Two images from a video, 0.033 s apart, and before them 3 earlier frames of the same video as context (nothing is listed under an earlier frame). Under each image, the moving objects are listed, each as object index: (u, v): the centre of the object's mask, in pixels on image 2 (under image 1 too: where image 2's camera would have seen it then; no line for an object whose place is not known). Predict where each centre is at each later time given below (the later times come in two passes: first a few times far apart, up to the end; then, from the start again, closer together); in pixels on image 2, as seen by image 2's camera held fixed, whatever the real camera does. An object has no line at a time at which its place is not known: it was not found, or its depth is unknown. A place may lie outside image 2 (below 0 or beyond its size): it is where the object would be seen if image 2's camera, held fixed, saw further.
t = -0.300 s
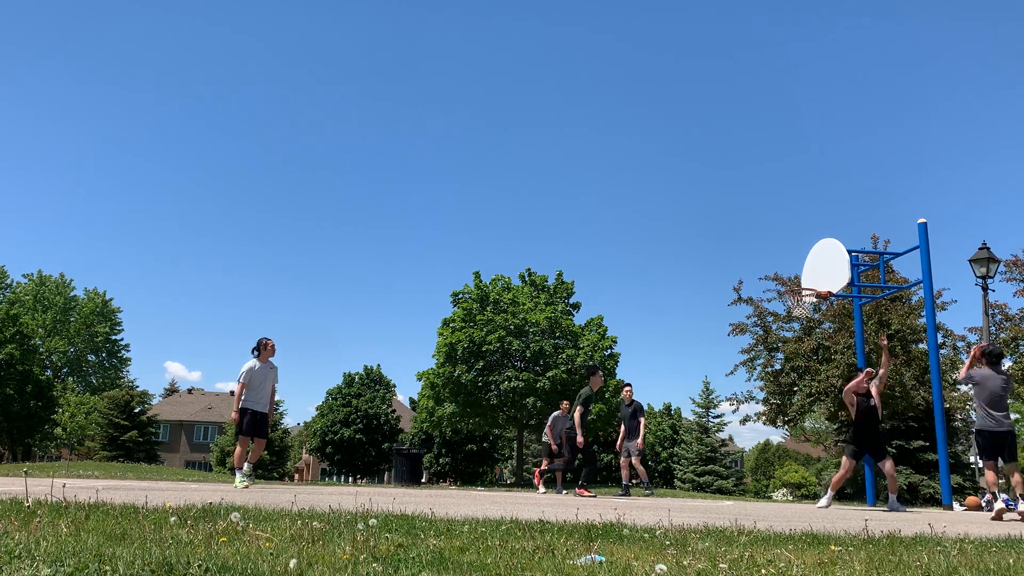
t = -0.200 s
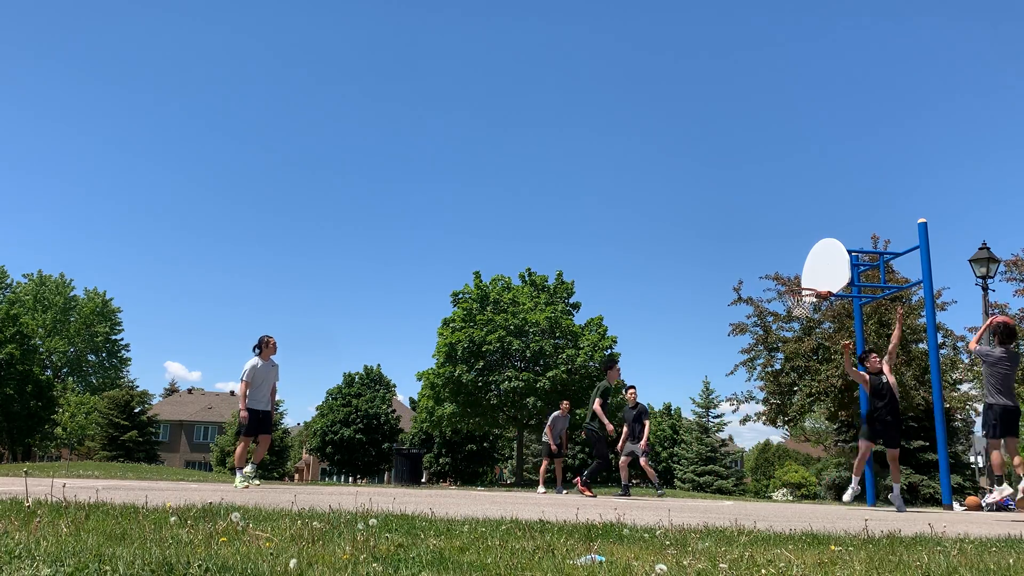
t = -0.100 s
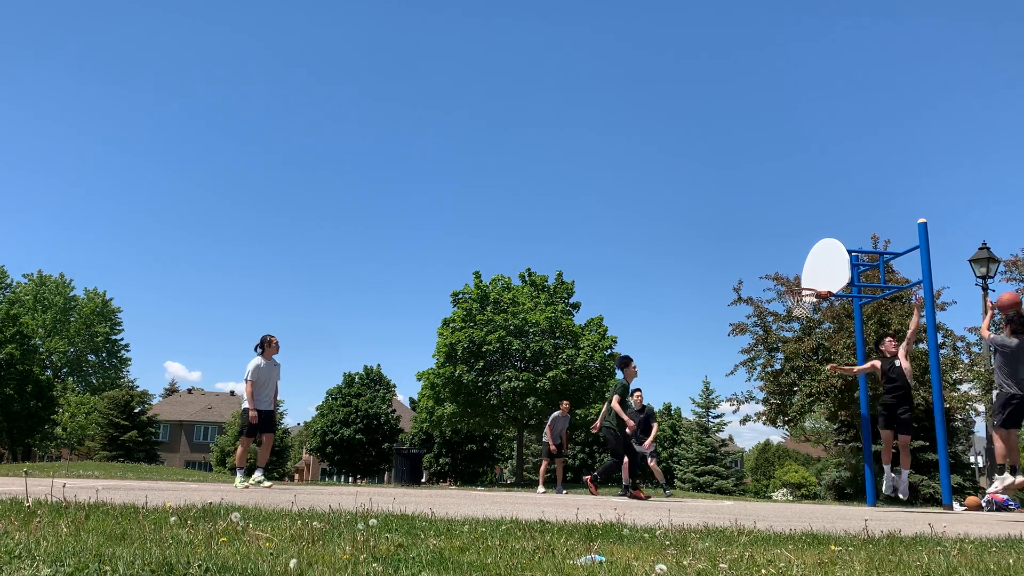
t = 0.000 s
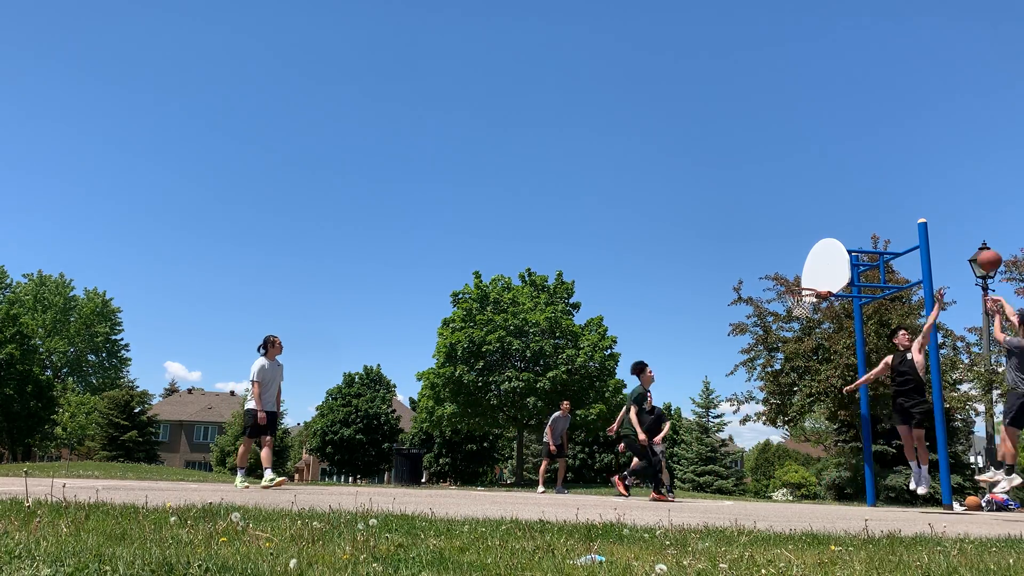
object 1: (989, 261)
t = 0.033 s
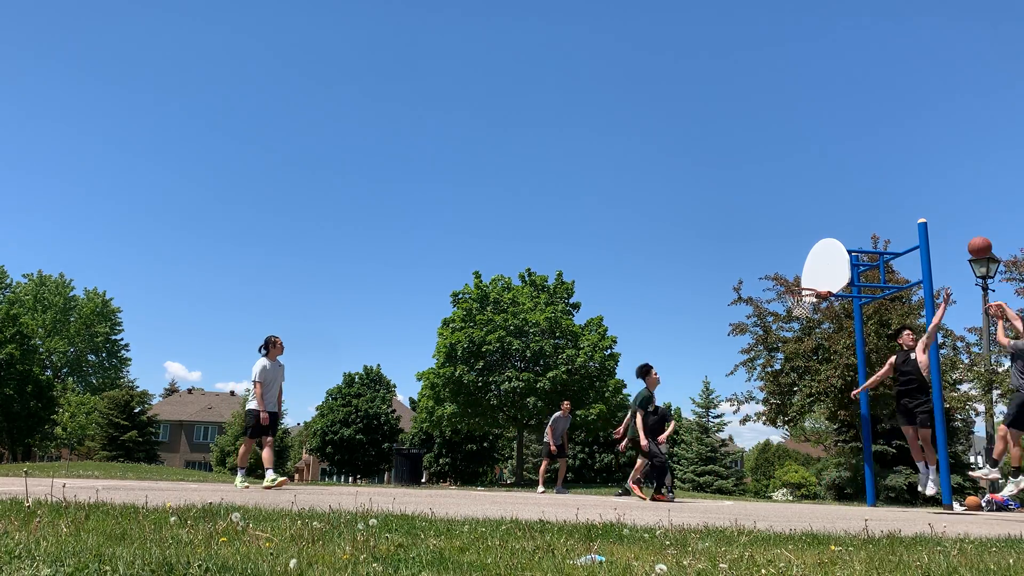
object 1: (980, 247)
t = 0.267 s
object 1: (924, 186)
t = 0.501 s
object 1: (879, 174)
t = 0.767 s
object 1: (837, 206)
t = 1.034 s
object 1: (801, 277)
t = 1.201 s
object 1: (796, 308)
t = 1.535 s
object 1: (802, 320)
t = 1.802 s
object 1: (799, 367)
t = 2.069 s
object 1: (798, 462)
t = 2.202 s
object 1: (794, 473)
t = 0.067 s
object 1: (971, 235)
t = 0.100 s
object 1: (962, 224)
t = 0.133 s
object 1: (954, 214)
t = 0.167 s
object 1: (946, 206)
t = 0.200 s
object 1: (938, 198)
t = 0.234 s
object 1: (931, 192)
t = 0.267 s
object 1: (924, 186)
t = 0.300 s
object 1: (917, 182)
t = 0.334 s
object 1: (910, 179)
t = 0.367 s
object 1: (903, 176)
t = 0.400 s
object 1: (897, 175)
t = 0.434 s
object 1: (890, 174)
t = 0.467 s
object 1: (884, 173)
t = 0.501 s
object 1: (879, 174)
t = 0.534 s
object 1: (873, 175)
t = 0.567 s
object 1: (867, 177)
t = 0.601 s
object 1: (862, 180)
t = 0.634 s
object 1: (857, 184)
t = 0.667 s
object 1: (852, 188)
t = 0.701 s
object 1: (847, 193)
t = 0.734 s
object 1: (842, 199)
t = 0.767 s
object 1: (837, 206)
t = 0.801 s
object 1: (832, 212)
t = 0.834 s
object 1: (827, 220)
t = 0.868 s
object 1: (822, 228)
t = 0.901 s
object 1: (818, 237)
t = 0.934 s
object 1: (813, 246)
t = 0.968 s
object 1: (809, 256)
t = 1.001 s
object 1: (805, 266)
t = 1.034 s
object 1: (801, 277)
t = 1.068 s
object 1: (796, 288)
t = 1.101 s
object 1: (794, 299)
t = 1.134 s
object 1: (794, 305)
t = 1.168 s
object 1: (795, 308)
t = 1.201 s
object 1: (796, 308)
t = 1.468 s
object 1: (803, 318)
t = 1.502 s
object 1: (802, 319)
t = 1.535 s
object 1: (802, 320)
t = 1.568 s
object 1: (802, 324)
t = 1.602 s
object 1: (801, 327)
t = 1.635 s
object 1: (801, 332)
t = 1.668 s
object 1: (801, 337)
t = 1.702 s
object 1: (800, 344)
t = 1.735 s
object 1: (800, 350)
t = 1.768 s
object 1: (800, 359)
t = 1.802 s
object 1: (799, 367)
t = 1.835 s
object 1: (799, 376)
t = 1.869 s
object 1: (799, 385)
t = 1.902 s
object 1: (799, 397)
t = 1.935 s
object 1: (799, 409)
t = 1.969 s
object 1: (798, 421)
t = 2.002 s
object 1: (799, 434)
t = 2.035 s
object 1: (798, 447)
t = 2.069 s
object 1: (798, 462)
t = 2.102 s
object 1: (797, 479)
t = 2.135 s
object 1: (797, 495)
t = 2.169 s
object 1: (795, 486)
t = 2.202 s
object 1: (794, 473)
